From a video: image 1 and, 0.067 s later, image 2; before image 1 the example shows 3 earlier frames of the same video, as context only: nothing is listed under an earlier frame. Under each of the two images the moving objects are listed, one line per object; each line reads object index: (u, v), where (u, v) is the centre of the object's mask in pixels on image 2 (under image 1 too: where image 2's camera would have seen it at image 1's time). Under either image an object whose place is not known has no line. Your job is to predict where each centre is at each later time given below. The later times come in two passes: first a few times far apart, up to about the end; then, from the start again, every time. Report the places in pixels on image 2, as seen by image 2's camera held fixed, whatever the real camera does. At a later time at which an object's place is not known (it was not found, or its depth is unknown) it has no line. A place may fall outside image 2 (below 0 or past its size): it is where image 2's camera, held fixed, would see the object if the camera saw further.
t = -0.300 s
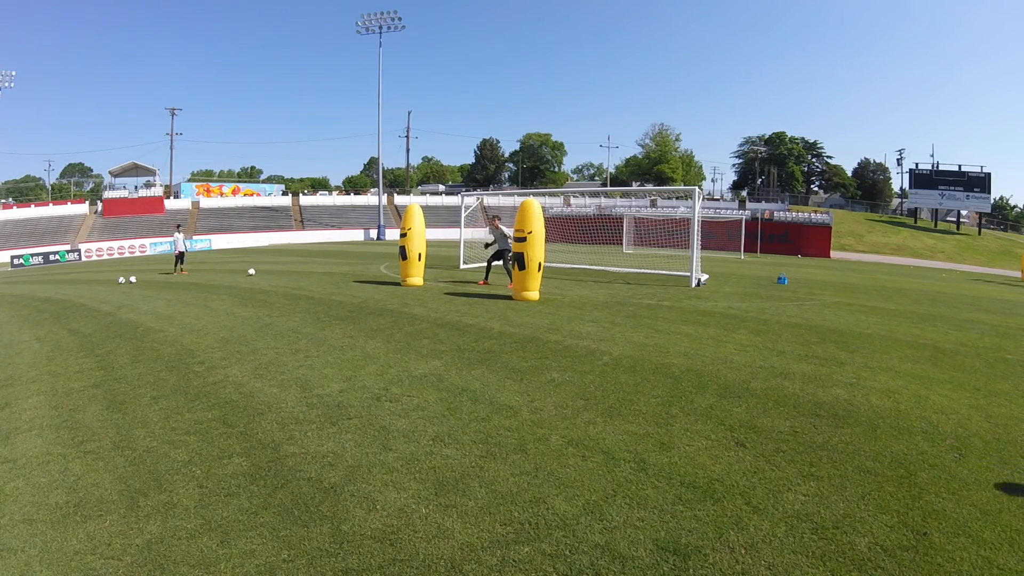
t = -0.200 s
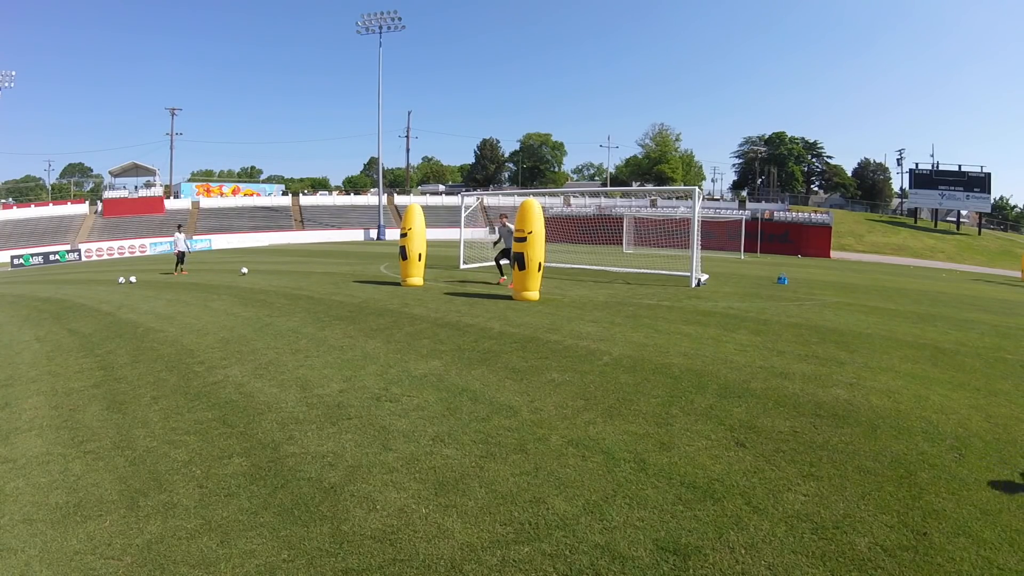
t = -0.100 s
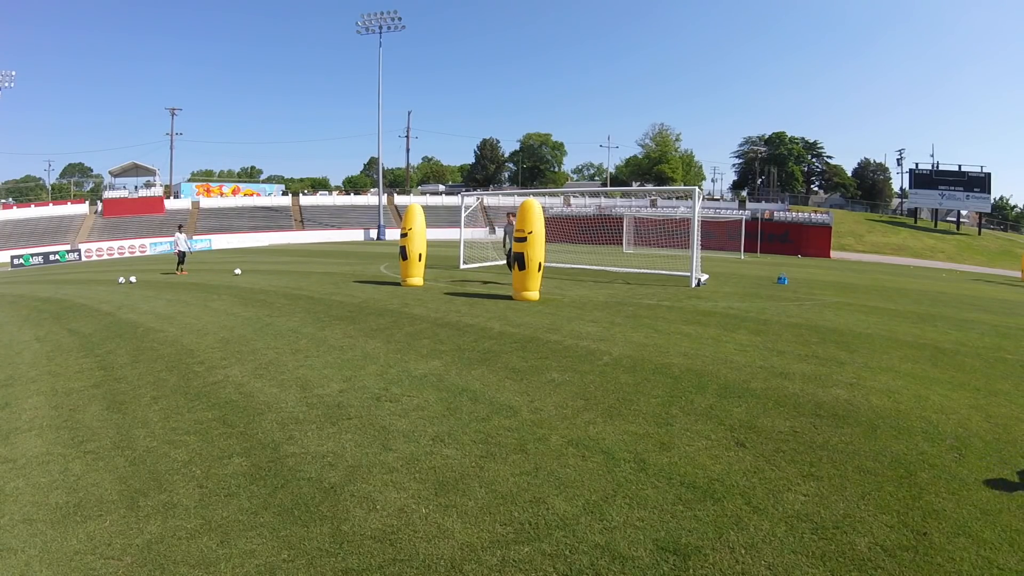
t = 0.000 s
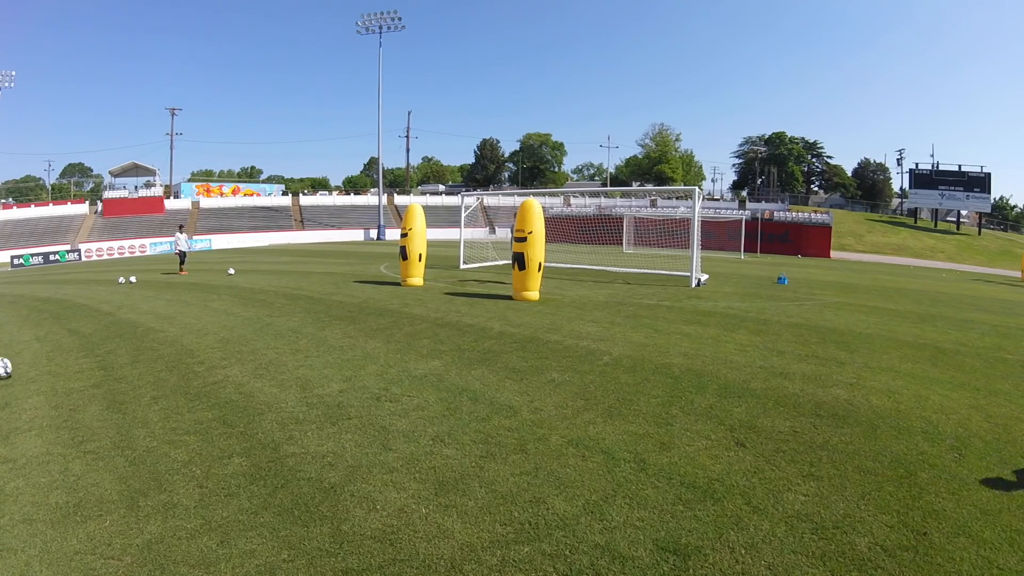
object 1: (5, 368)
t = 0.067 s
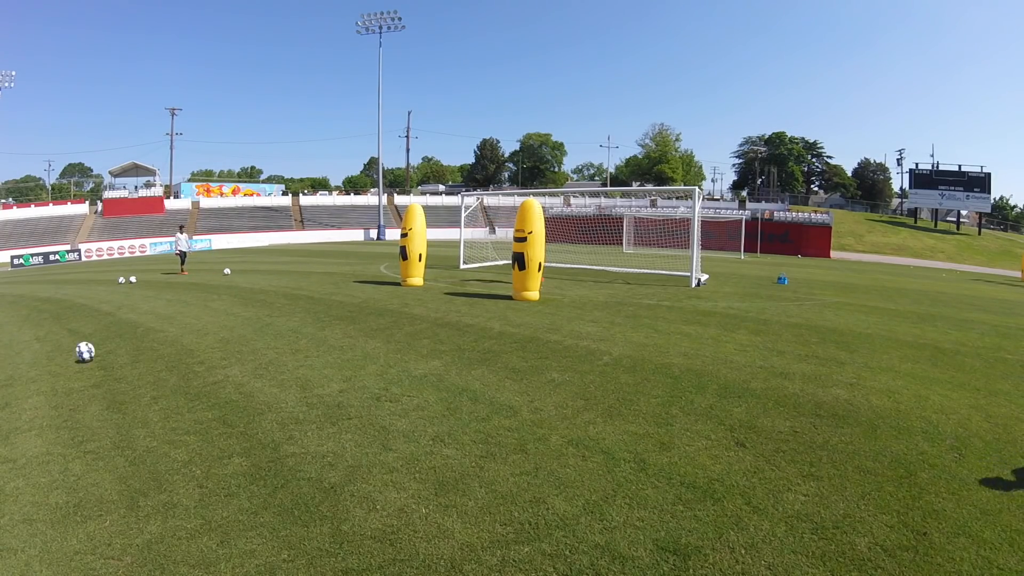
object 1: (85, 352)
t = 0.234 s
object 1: (257, 322)
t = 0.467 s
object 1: (402, 296)
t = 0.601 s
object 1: (451, 288)
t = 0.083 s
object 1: (105, 349)
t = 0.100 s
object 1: (125, 345)
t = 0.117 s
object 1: (144, 343)
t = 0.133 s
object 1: (162, 339)
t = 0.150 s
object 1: (179, 336)
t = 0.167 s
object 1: (196, 332)
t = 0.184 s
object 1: (212, 329)
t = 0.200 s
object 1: (228, 326)
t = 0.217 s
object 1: (243, 324)
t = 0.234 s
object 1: (257, 322)
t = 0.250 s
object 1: (272, 319)
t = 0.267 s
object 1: (285, 317)
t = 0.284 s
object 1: (297, 315)
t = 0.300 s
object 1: (309, 312)
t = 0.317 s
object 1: (320, 310)
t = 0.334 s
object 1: (331, 308)
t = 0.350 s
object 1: (341, 306)
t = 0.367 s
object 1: (351, 305)
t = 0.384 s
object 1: (361, 303)
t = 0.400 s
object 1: (370, 302)
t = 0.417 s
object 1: (379, 301)
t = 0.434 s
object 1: (388, 300)
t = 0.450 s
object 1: (395, 298)
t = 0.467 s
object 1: (402, 296)
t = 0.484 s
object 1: (409, 295)
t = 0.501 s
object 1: (415, 294)
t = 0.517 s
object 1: (422, 292)
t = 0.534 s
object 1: (428, 291)
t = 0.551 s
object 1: (434, 290)
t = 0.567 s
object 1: (440, 289)
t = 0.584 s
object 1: (446, 289)
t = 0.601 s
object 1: (451, 288)
